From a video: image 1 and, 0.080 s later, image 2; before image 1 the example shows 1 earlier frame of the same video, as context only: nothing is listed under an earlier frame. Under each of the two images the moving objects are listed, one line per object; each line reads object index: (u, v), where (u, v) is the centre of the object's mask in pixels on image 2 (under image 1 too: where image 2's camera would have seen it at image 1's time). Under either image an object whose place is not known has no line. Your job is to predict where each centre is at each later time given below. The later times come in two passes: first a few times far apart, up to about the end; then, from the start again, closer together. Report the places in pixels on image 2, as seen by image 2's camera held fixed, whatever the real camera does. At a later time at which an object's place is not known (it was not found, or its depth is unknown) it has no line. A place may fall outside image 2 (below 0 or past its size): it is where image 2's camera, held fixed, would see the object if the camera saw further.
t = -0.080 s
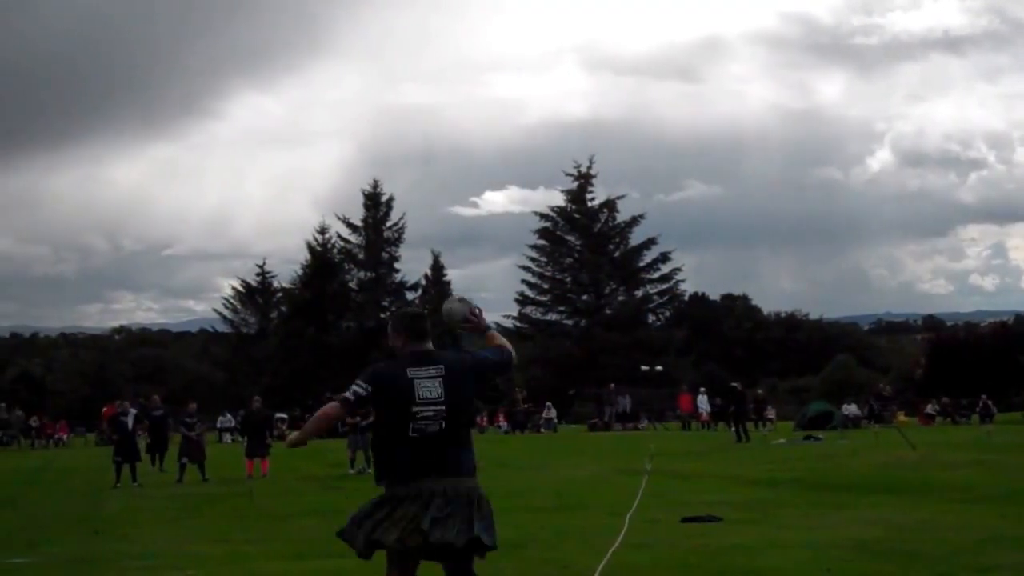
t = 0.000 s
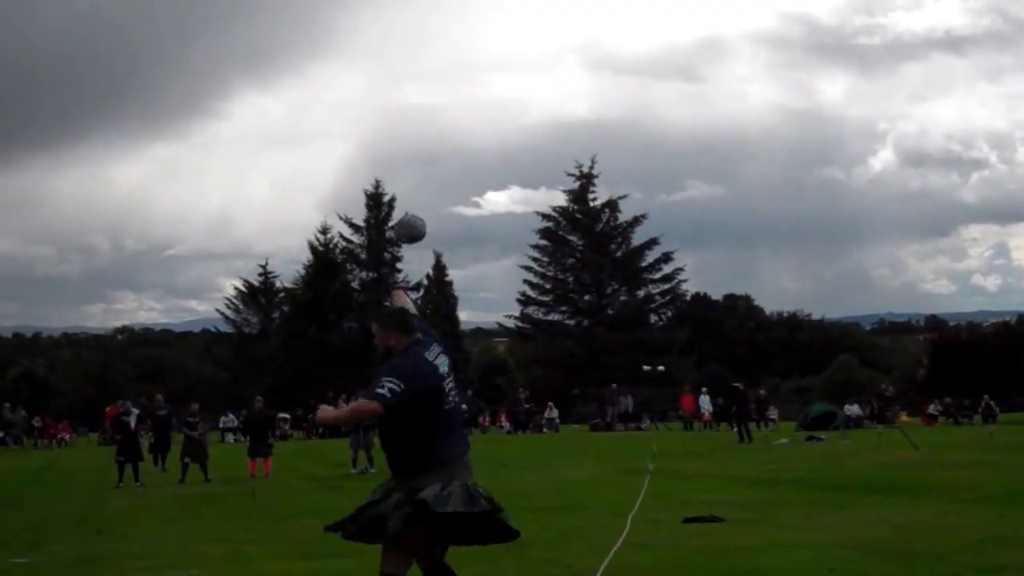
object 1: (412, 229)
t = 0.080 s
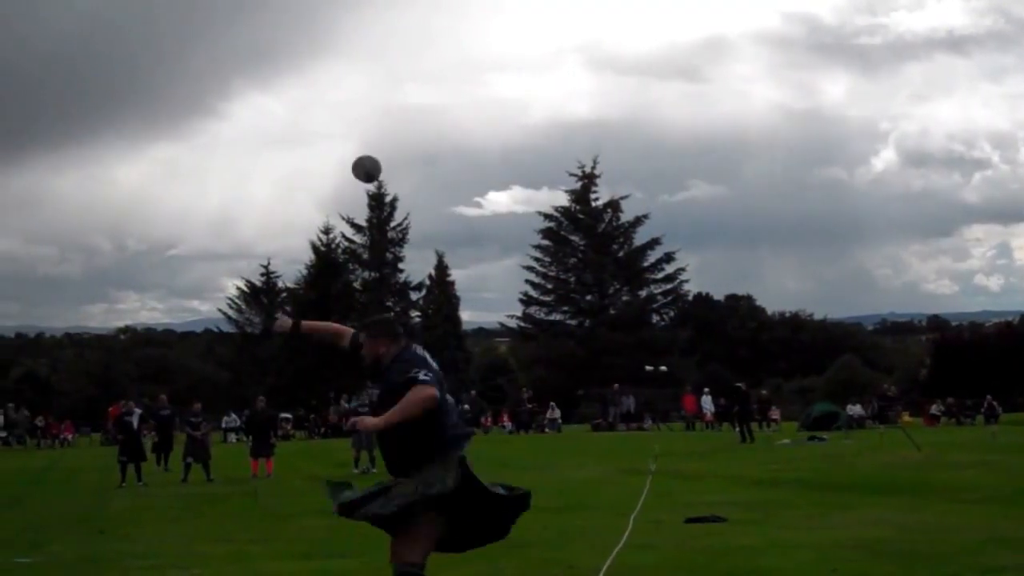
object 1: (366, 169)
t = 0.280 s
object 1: (280, 87)
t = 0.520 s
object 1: (208, 78)
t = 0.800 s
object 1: (149, 138)
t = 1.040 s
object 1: (113, 228)
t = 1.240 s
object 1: (89, 321)
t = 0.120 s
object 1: (346, 145)
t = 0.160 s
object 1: (328, 126)
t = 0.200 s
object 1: (311, 110)
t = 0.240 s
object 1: (295, 97)
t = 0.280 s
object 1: (280, 87)
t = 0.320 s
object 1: (266, 80)
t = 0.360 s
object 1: (252, 76)
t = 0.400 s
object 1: (240, 73)
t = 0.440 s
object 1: (229, 73)
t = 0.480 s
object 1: (218, 75)
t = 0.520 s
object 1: (208, 78)
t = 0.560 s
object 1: (198, 83)
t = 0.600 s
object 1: (188, 89)
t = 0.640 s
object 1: (180, 96)
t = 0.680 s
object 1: (172, 105)
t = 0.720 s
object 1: (163, 114)
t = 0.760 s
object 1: (156, 126)
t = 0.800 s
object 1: (149, 138)
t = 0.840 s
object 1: (143, 151)
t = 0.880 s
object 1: (136, 165)
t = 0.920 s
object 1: (130, 180)
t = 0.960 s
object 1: (124, 195)
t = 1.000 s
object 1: (119, 211)
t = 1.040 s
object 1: (113, 228)
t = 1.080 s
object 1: (108, 245)
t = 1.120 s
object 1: (103, 263)
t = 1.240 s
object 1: (89, 321)
